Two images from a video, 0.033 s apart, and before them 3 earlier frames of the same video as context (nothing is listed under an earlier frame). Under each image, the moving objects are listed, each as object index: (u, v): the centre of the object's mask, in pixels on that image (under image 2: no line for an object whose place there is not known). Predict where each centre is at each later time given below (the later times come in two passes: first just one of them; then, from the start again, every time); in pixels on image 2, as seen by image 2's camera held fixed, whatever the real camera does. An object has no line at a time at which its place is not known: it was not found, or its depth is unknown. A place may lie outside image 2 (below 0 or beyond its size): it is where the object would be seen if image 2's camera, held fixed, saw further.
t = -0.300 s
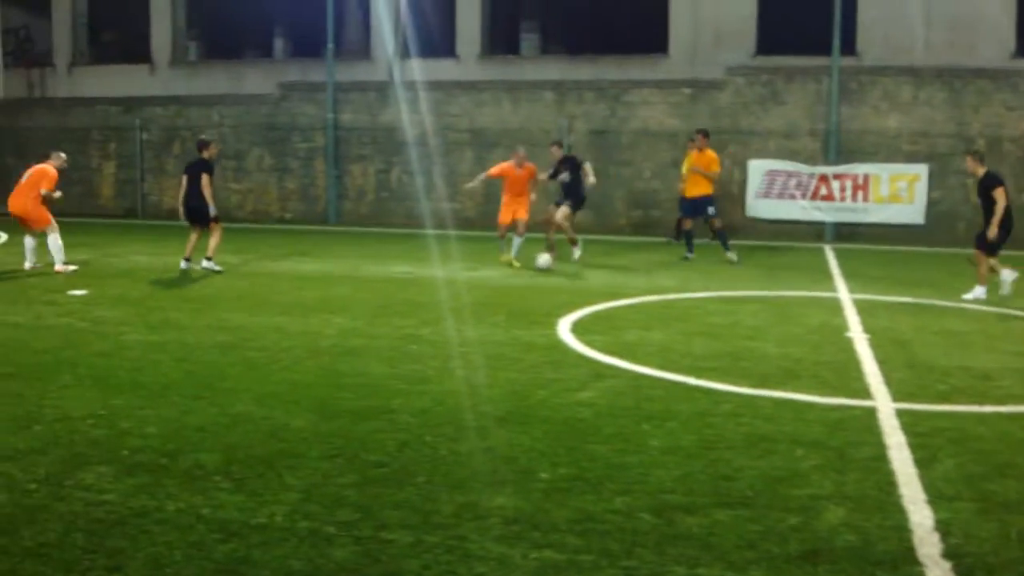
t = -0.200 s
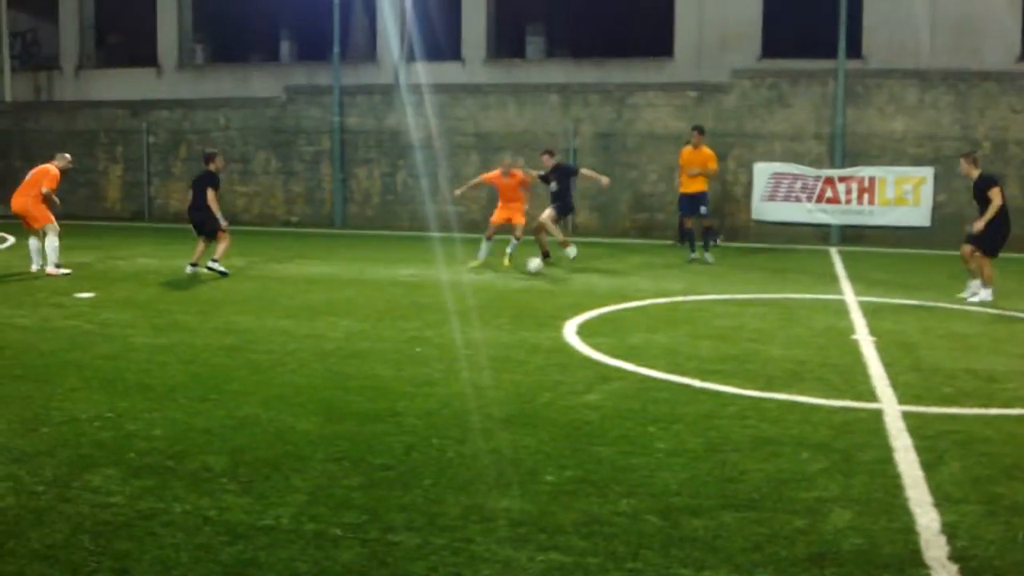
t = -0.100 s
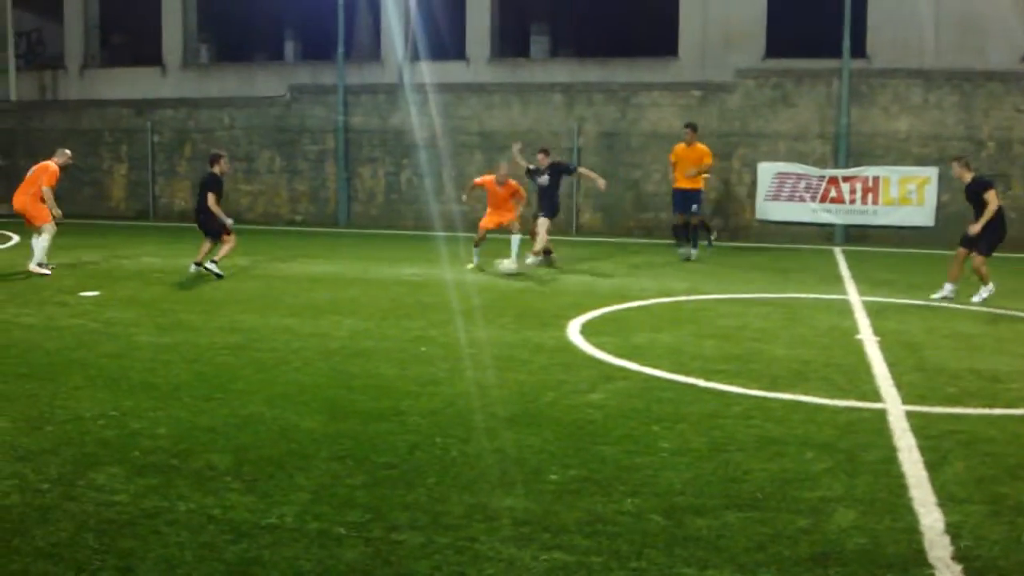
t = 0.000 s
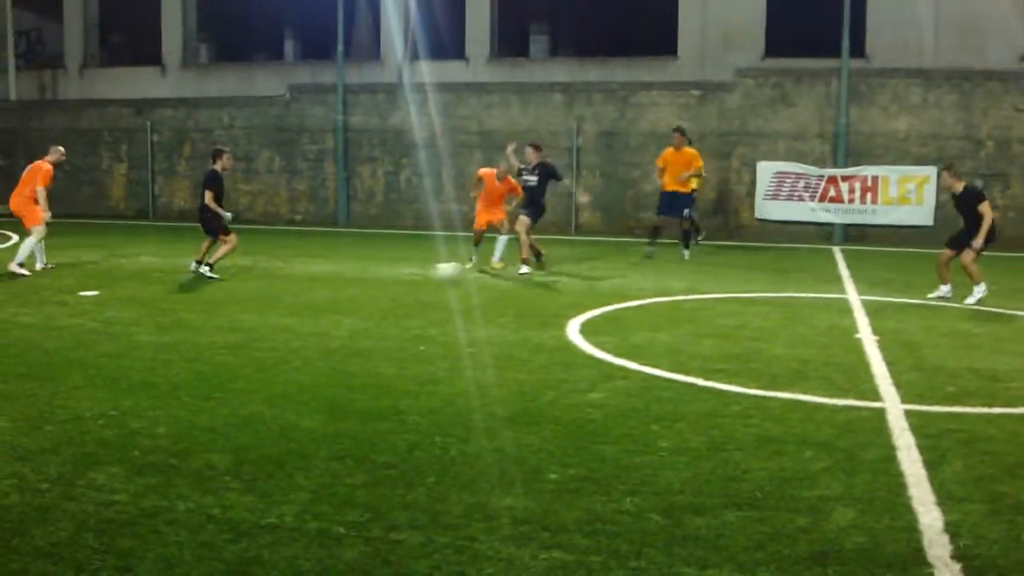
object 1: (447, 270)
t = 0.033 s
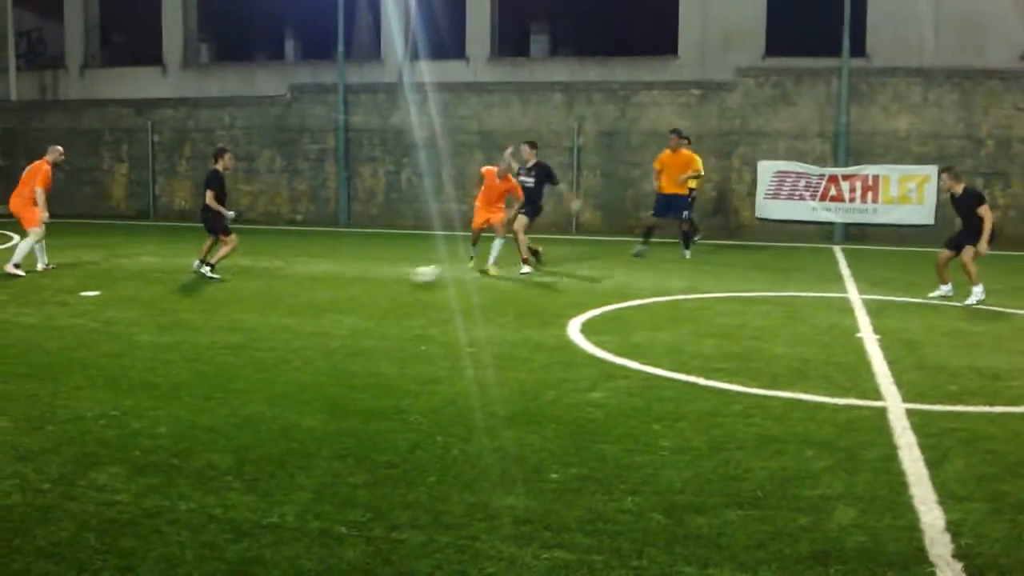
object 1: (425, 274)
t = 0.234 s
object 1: (286, 292)
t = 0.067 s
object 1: (403, 280)
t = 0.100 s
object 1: (380, 284)
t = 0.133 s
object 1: (358, 284)
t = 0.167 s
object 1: (335, 286)
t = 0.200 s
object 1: (311, 290)
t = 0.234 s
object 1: (286, 292)
